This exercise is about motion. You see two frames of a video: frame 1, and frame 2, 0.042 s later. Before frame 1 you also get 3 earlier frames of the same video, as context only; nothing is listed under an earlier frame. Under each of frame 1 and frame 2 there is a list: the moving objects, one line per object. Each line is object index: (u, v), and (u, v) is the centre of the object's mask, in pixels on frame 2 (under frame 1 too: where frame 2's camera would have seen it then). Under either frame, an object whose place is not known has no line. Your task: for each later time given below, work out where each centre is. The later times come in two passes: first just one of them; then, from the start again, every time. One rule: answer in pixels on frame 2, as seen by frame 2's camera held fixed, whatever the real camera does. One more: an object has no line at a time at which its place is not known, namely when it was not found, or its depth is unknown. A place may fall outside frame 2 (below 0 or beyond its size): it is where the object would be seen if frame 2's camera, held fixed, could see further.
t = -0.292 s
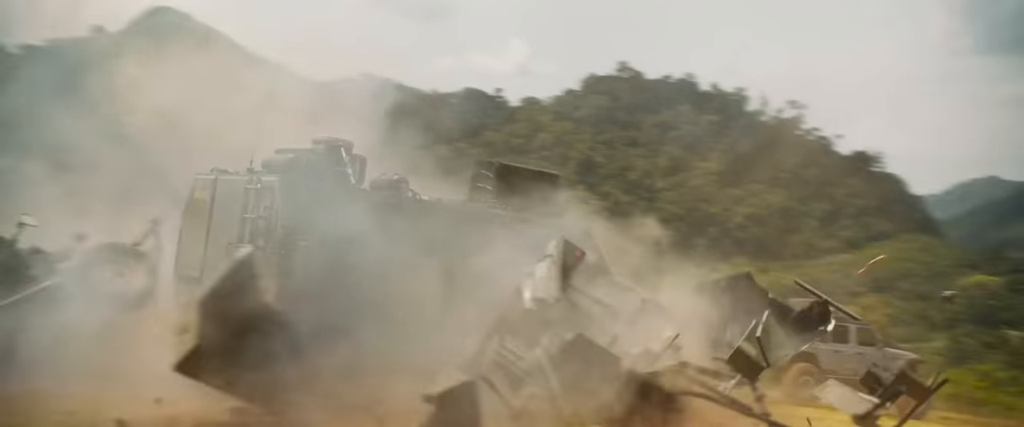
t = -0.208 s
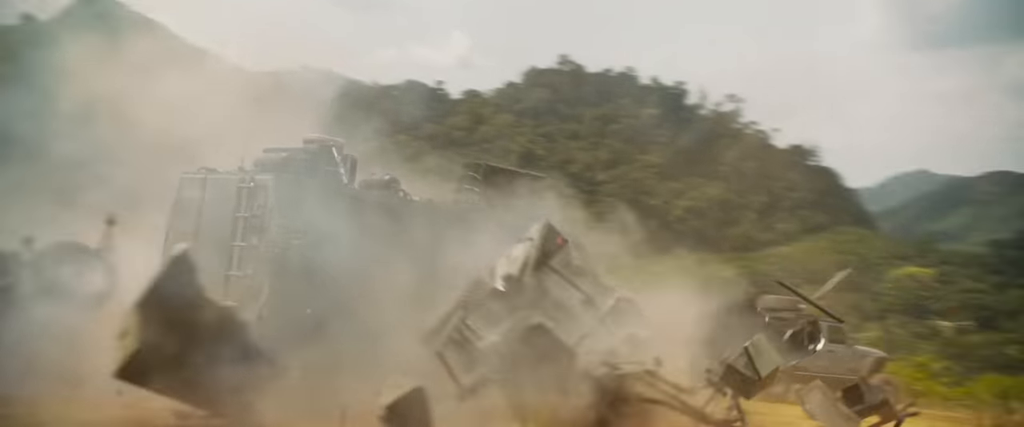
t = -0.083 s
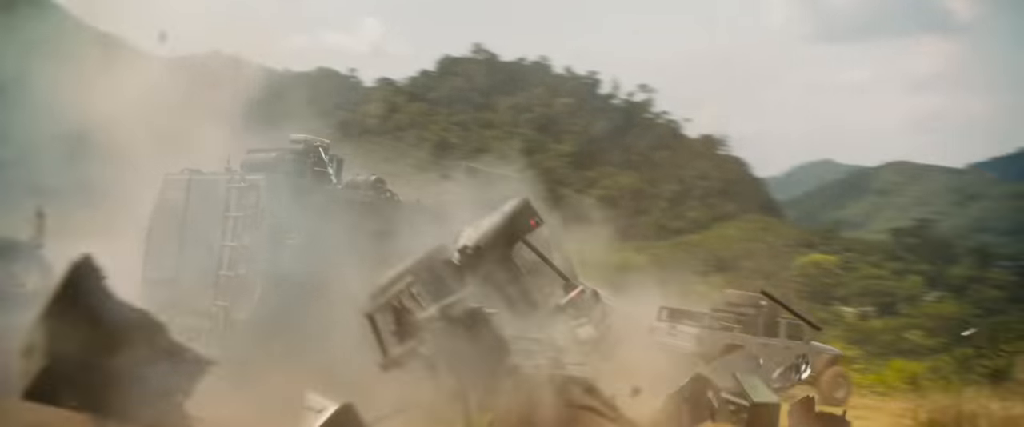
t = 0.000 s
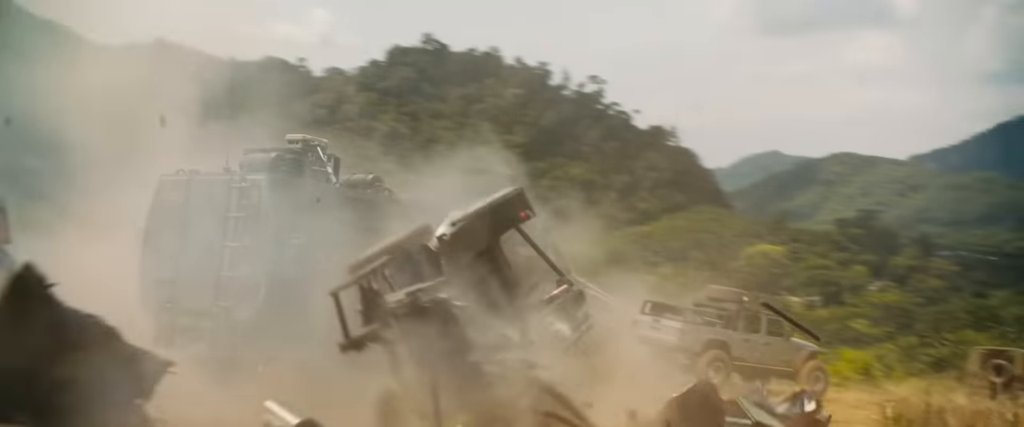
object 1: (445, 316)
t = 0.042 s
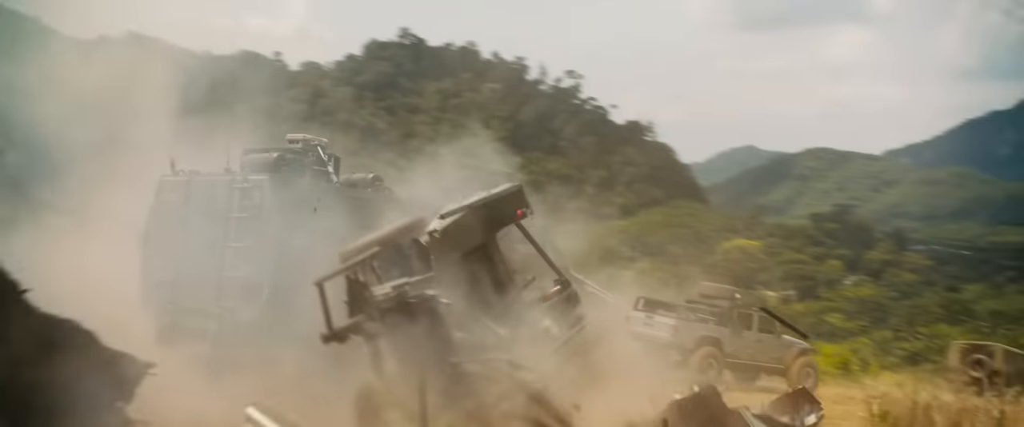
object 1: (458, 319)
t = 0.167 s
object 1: (488, 331)
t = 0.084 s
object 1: (470, 322)
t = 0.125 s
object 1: (482, 326)
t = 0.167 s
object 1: (488, 331)
